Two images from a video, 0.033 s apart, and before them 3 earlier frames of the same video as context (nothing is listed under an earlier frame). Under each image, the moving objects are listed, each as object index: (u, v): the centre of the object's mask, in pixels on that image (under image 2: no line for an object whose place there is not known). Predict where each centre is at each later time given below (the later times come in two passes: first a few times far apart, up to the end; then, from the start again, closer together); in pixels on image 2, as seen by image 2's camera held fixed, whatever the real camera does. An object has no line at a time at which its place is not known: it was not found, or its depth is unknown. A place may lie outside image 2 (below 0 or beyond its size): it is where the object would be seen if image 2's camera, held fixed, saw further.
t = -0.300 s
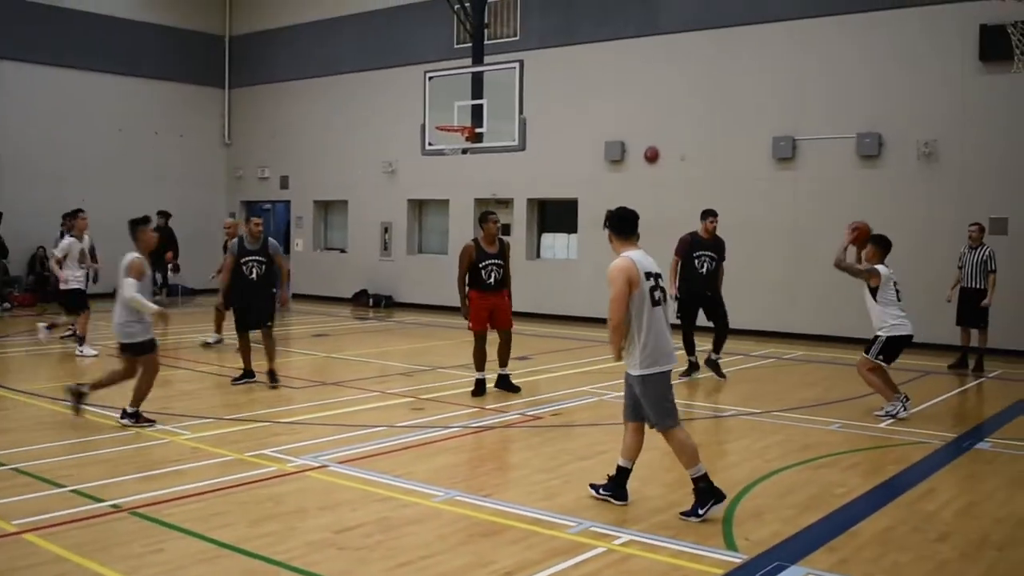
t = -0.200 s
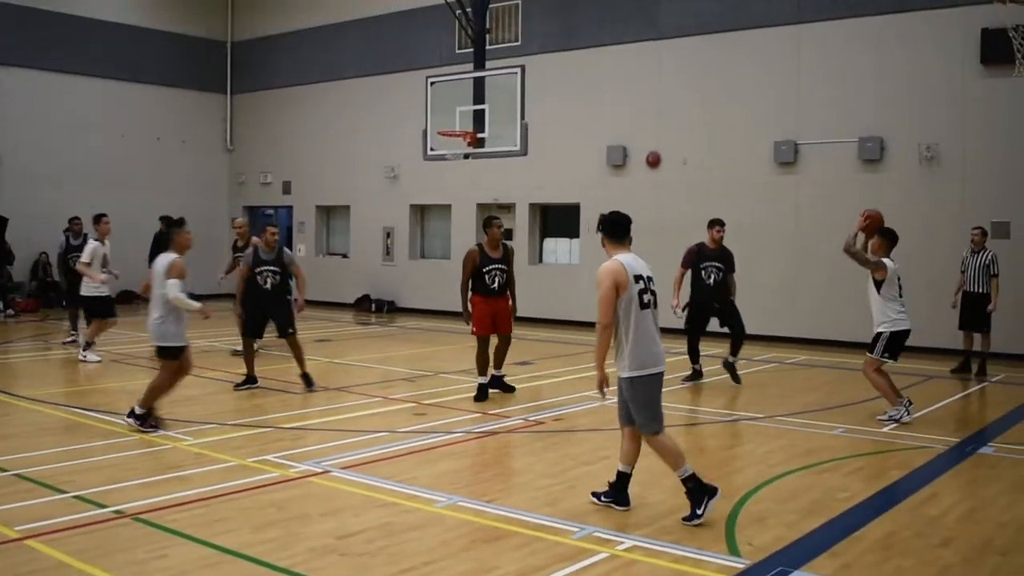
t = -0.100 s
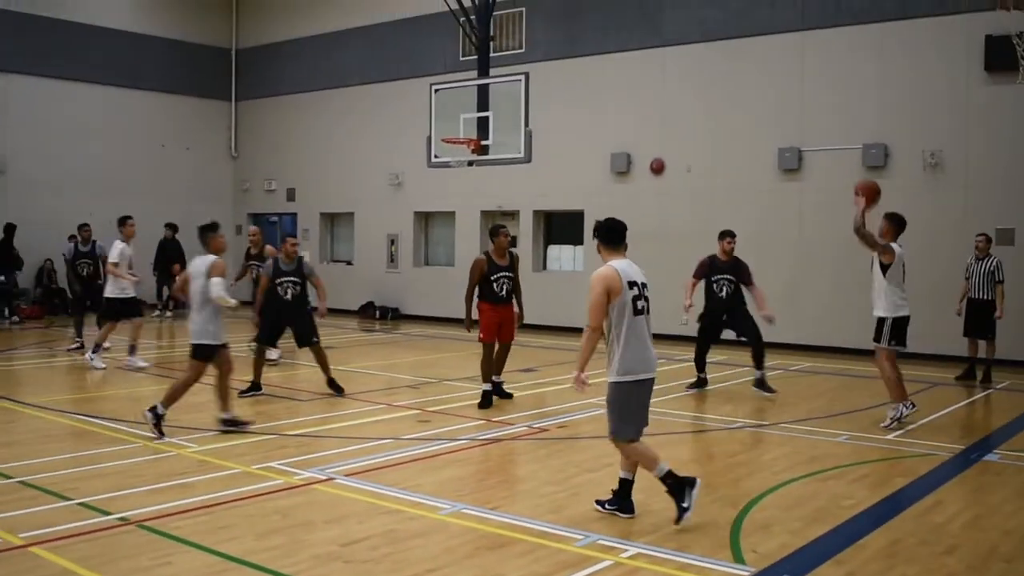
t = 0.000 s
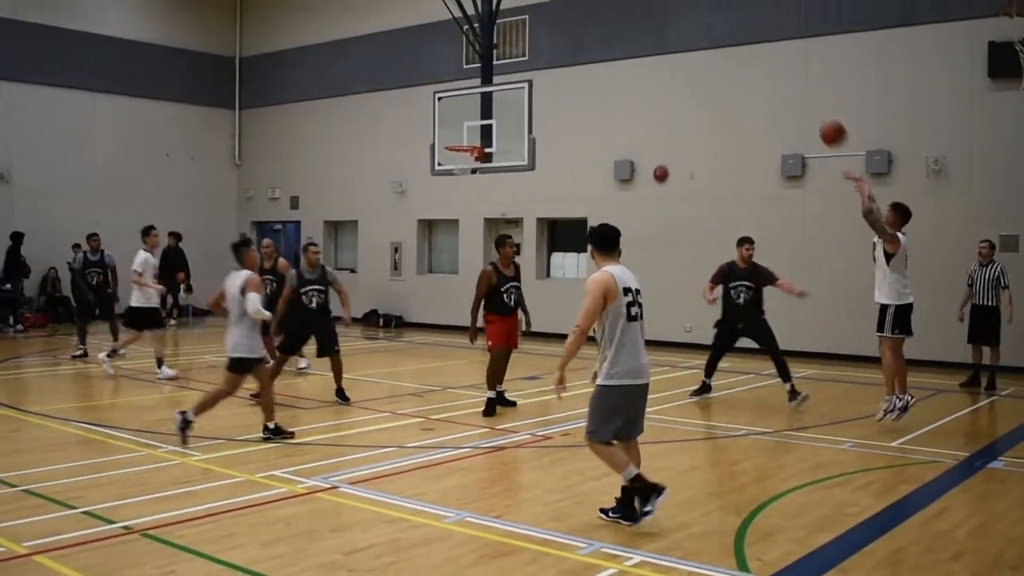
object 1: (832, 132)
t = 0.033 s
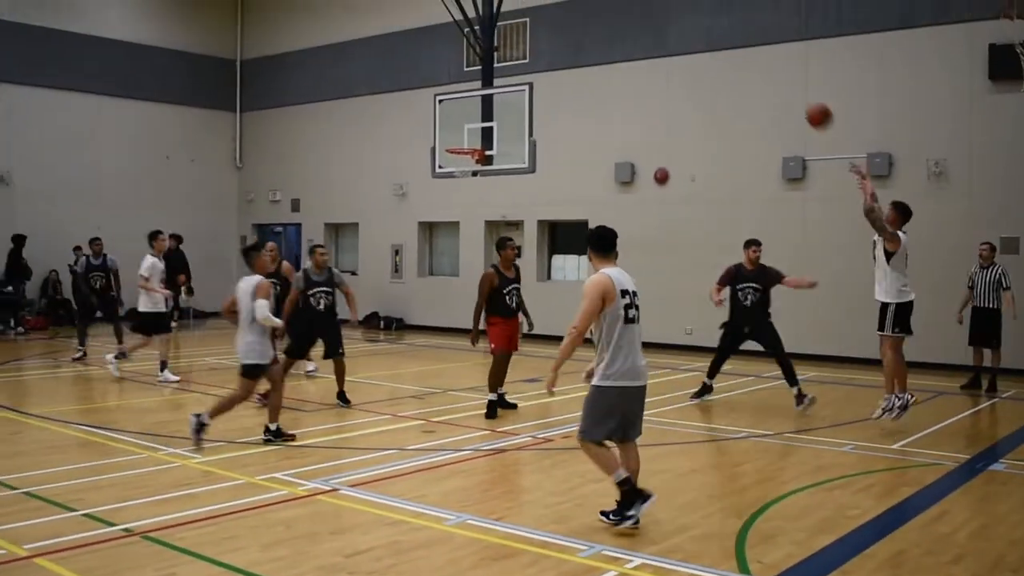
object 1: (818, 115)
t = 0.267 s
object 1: (725, 20)
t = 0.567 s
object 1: (627, -13)
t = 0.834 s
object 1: (554, 19)
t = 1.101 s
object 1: (493, 97)
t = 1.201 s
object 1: (472, 136)
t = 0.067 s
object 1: (804, 97)
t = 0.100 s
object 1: (790, 81)
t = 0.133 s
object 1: (776, 66)
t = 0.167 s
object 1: (763, 52)
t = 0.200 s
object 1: (750, 40)
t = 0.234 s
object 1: (737, 29)
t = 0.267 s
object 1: (725, 20)
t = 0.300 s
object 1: (713, 12)
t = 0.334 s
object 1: (701, 5)
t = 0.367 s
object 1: (690, -1)
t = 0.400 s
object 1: (679, -5)
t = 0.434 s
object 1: (668, -8)
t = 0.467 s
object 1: (657, -10)
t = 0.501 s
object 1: (647, -12)
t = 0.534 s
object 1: (637, -13)
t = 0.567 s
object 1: (627, -13)
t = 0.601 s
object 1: (617, -11)
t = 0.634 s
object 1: (607, -10)
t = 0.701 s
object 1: (588, -3)
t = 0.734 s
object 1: (580, 1)
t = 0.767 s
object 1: (571, 8)
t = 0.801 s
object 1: (561, 12)
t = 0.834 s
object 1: (554, 19)
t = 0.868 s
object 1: (546, 26)
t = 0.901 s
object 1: (538, 35)
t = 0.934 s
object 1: (530, 44)
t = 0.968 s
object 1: (522, 53)
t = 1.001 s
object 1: (515, 63)
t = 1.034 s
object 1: (506, 74)
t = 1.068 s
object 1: (500, 85)
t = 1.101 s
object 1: (493, 97)
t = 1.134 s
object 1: (486, 110)
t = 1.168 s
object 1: (479, 122)
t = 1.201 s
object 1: (472, 136)
